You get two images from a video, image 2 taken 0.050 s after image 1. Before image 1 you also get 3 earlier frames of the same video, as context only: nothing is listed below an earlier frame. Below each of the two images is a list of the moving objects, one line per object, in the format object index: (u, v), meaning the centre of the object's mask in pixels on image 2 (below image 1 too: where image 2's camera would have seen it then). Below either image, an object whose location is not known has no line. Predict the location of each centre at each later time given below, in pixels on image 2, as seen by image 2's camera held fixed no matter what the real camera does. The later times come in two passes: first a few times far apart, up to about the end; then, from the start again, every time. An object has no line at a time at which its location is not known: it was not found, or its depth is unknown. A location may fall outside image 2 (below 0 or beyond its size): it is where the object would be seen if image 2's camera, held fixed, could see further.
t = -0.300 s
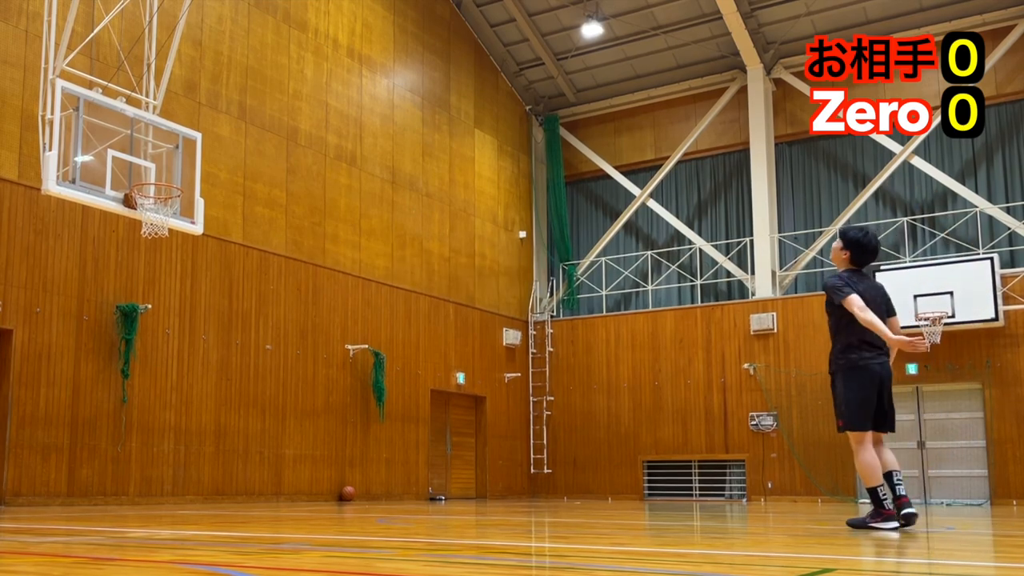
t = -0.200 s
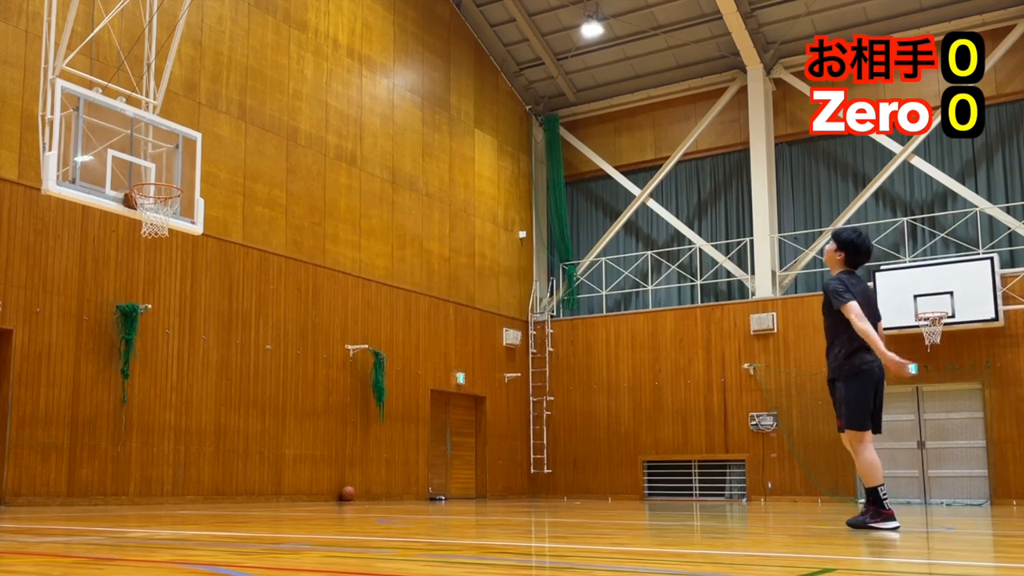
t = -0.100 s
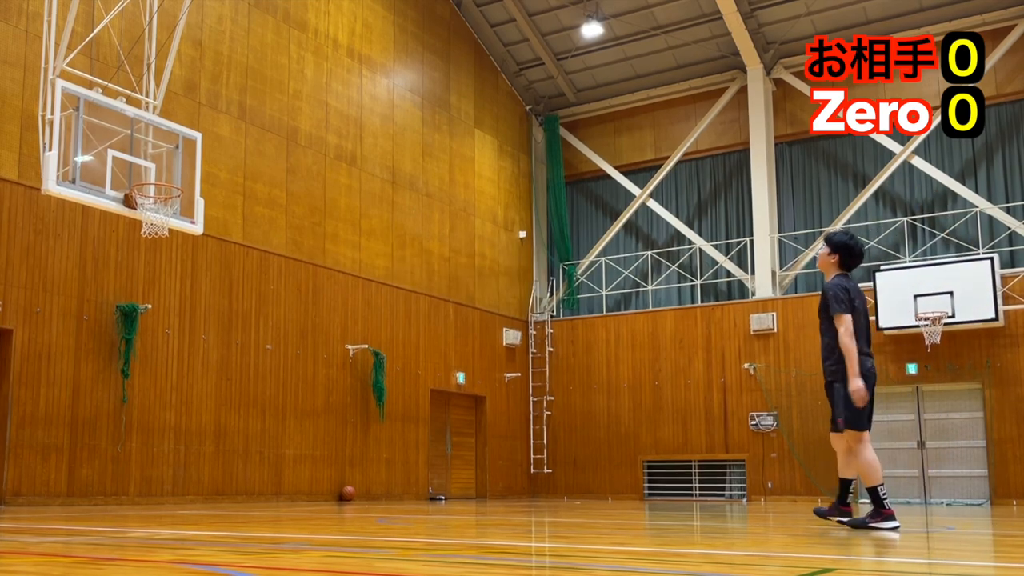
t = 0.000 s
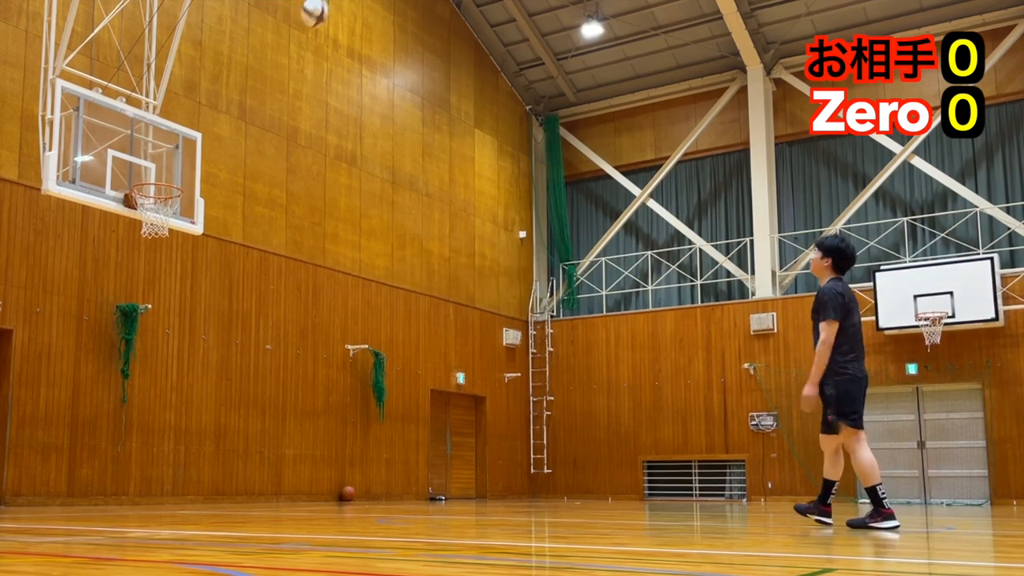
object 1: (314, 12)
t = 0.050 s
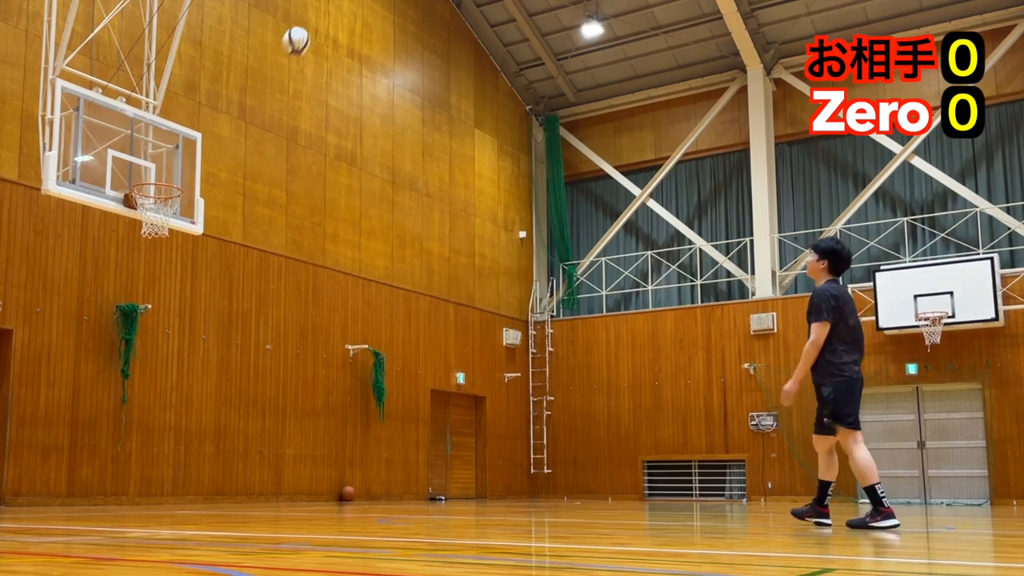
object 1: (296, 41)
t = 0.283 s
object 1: (215, 201)
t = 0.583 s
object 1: (112, 458)
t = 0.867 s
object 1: (75, 351)
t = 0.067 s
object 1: (290, 51)
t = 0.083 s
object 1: (285, 61)
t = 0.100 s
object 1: (278, 72)
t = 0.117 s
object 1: (272, 83)
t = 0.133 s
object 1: (266, 94)
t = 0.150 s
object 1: (260, 105)
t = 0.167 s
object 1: (255, 116)
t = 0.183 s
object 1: (249, 128)
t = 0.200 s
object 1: (243, 140)
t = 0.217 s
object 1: (237, 152)
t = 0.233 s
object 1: (231, 164)
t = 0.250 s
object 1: (225, 176)
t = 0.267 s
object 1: (219, 189)
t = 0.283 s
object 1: (215, 201)
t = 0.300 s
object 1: (209, 212)
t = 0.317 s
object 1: (202, 227)
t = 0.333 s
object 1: (196, 240)
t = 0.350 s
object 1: (191, 253)
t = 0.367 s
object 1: (185, 266)
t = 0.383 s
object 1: (179, 280)
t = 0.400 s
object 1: (174, 293)
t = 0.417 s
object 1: (168, 307)
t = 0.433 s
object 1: (162, 322)
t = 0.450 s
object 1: (157, 336)
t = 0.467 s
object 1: (151, 351)
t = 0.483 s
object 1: (145, 365)
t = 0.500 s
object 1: (140, 380)
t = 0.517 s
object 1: (134, 395)
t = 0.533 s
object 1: (129, 411)
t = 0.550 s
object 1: (123, 427)
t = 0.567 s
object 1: (118, 442)
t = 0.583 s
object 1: (112, 458)
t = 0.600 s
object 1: (106, 474)
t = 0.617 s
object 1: (101, 491)
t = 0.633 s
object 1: (98, 496)
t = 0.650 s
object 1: (96, 483)
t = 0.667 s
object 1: (94, 471)
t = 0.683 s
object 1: (93, 459)
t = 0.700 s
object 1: (91, 448)
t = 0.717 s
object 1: (89, 437)
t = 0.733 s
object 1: (88, 426)
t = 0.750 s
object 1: (86, 416)
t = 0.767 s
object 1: (84, 405)
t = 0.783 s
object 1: (83, 396)
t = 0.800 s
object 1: (81, 386)
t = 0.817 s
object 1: (80, 377)
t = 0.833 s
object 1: (79, 368)
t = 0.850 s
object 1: (77, 360)
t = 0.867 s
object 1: (75, 351)
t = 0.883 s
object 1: (73, 343)
